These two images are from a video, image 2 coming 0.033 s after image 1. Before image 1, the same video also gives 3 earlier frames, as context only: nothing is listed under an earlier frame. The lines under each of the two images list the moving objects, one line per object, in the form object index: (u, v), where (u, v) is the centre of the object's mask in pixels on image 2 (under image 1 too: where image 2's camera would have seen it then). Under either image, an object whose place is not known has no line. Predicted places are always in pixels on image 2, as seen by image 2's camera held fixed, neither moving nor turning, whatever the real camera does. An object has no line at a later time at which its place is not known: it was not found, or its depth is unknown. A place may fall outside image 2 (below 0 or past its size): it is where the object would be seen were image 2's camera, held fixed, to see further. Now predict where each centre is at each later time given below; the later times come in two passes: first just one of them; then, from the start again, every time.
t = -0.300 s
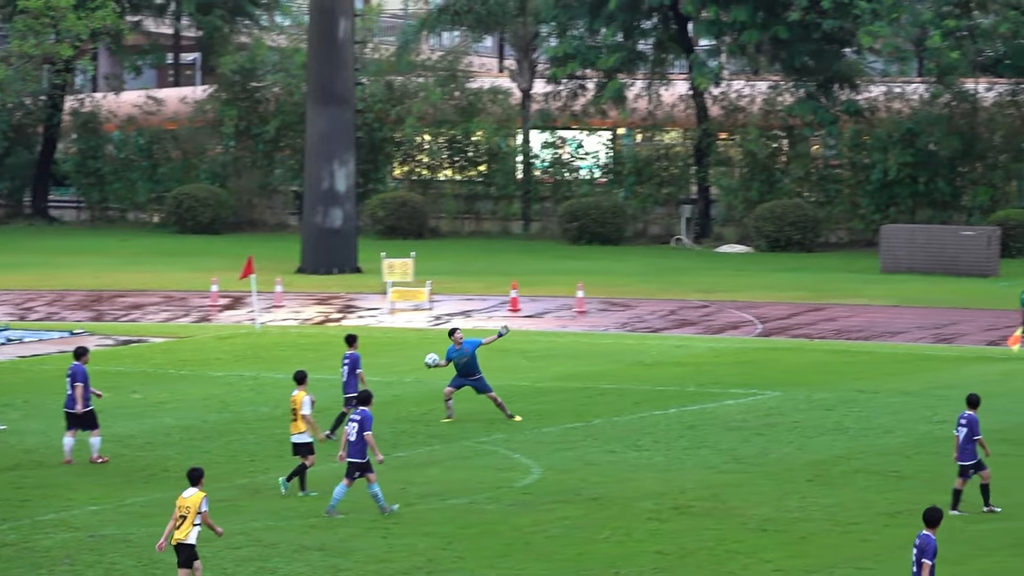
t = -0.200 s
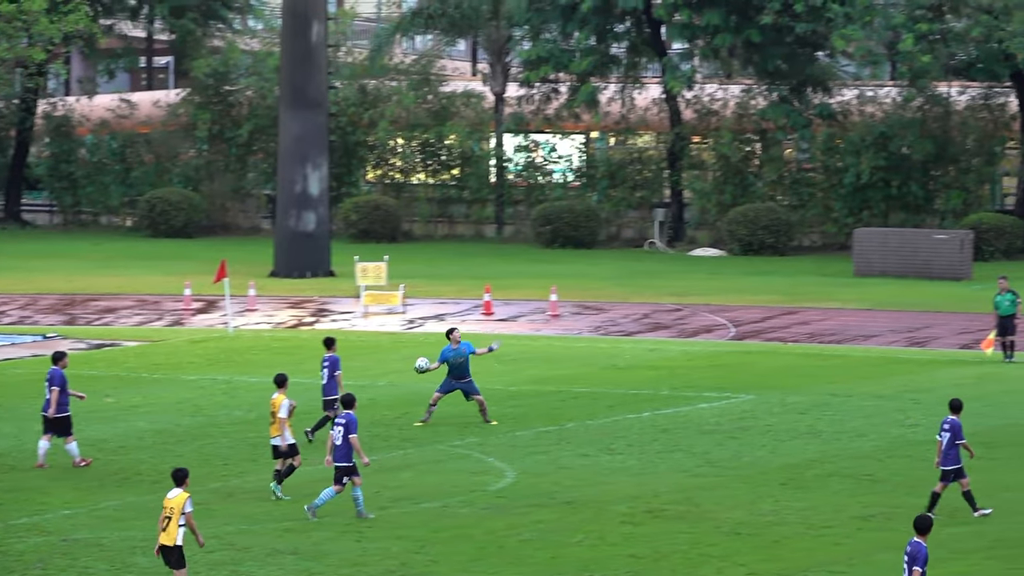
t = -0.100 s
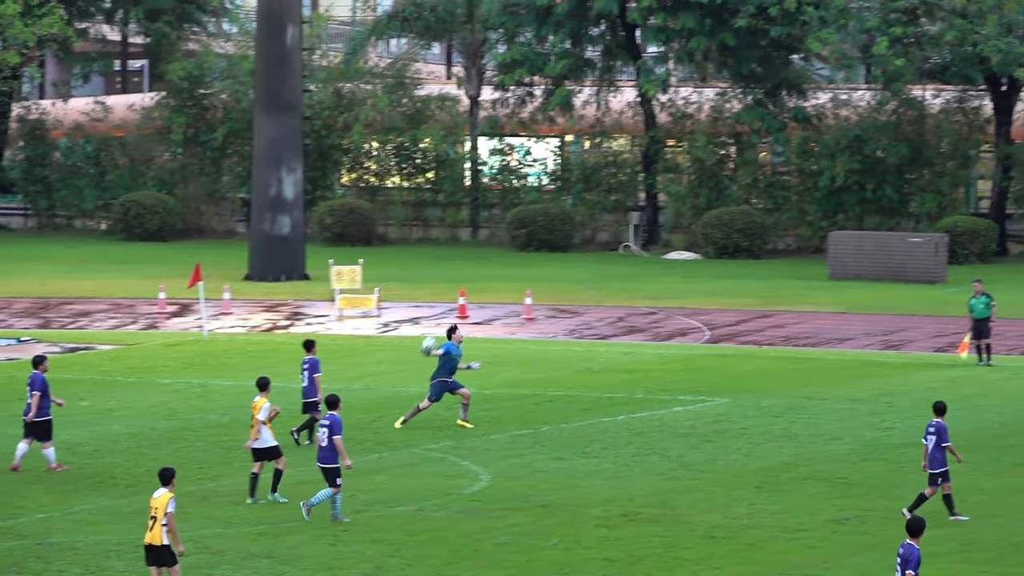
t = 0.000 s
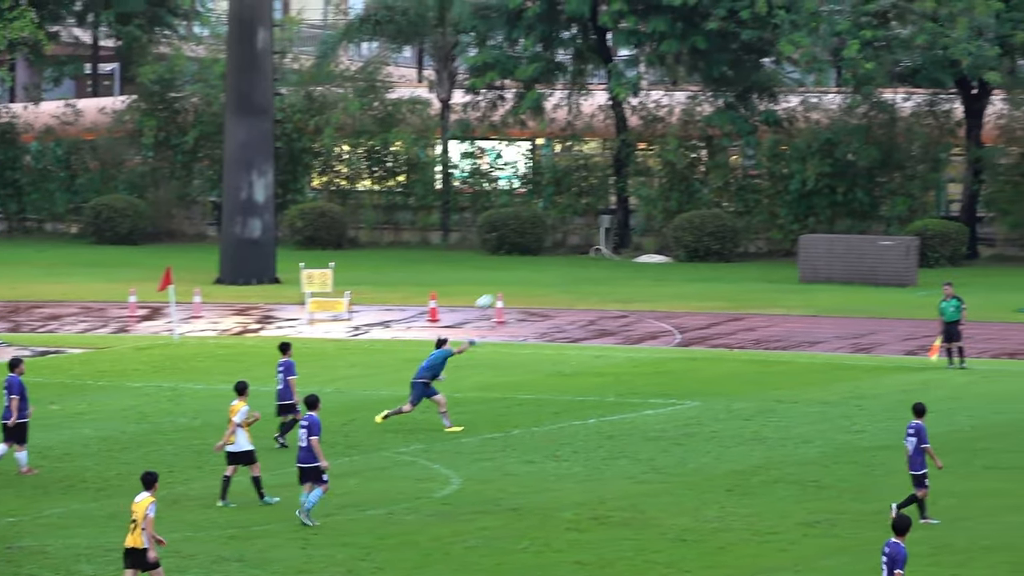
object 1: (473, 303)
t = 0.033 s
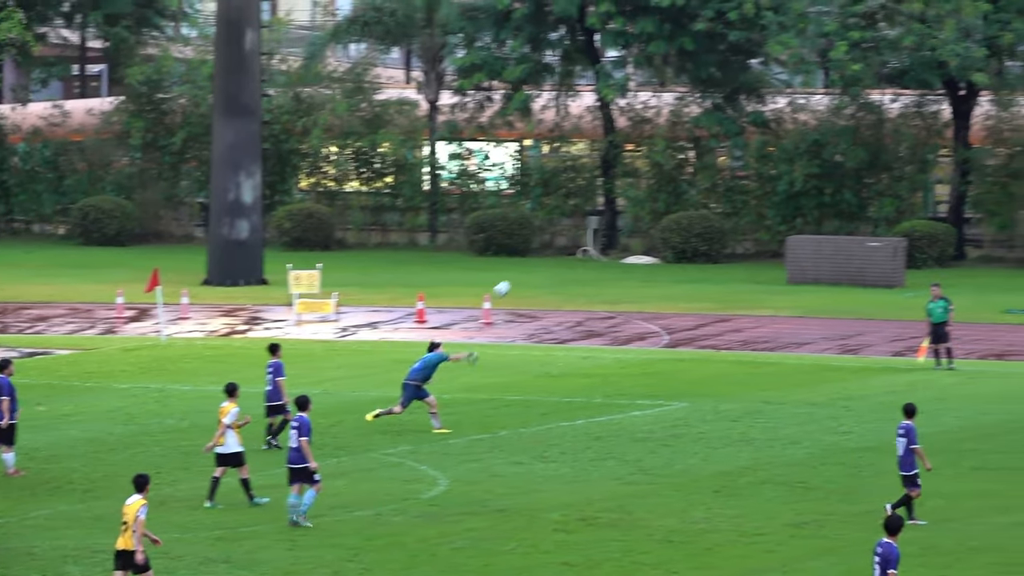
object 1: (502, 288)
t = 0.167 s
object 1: (607, 237)
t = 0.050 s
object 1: (516, 281)
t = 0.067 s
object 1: (530, 274)
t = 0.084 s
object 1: (544, 267)
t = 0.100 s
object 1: (557, 261)
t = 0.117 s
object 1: (569, 255)
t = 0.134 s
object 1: (582, 248)
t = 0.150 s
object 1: (595, 243)
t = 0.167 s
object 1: (607, 237)
